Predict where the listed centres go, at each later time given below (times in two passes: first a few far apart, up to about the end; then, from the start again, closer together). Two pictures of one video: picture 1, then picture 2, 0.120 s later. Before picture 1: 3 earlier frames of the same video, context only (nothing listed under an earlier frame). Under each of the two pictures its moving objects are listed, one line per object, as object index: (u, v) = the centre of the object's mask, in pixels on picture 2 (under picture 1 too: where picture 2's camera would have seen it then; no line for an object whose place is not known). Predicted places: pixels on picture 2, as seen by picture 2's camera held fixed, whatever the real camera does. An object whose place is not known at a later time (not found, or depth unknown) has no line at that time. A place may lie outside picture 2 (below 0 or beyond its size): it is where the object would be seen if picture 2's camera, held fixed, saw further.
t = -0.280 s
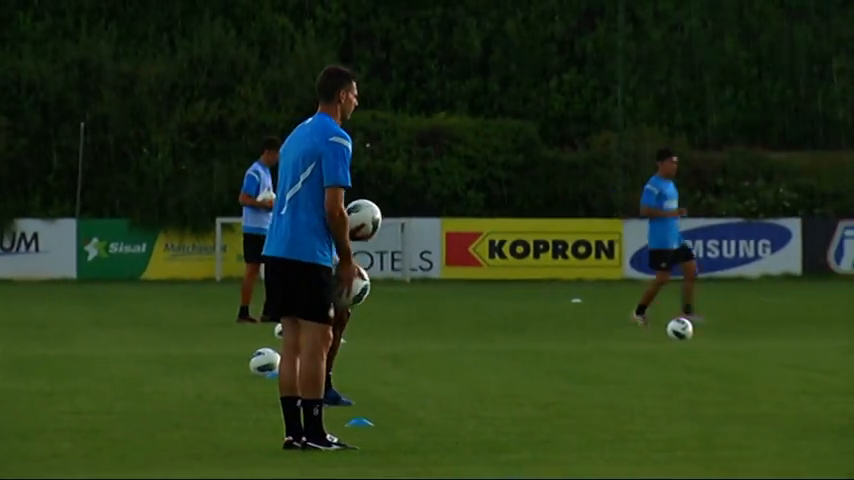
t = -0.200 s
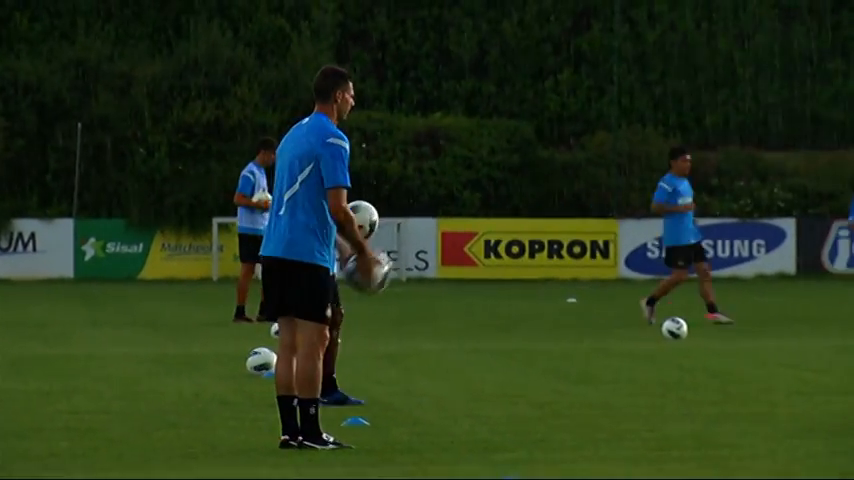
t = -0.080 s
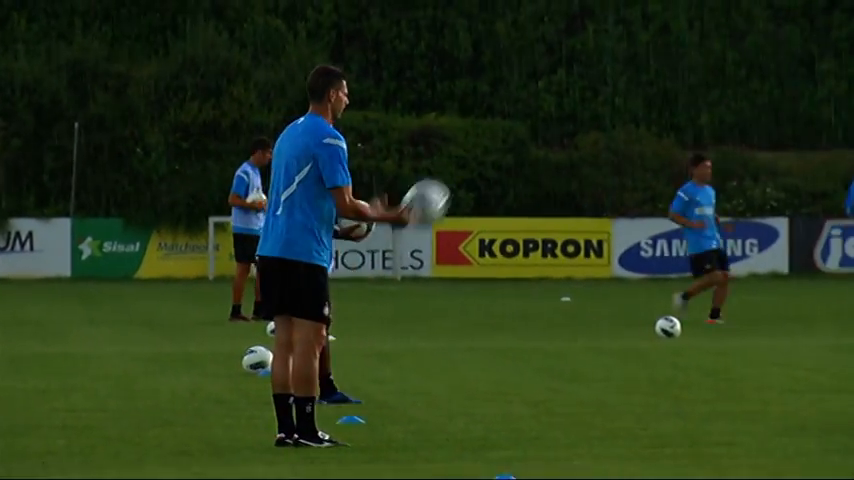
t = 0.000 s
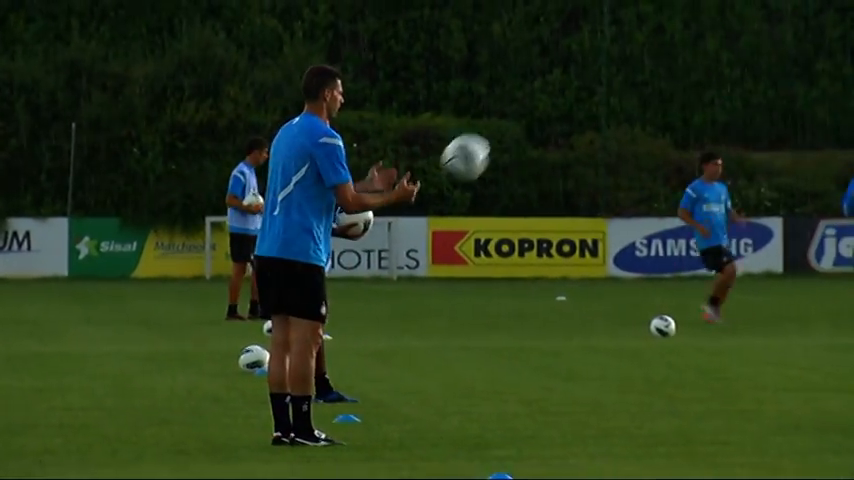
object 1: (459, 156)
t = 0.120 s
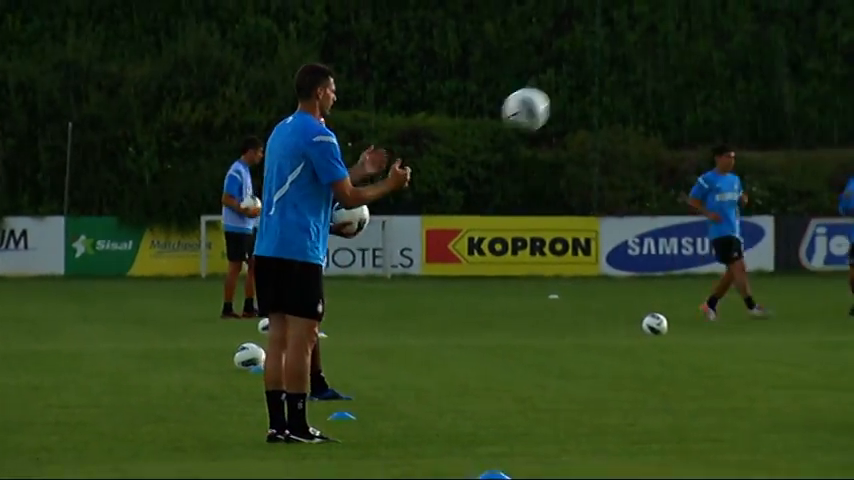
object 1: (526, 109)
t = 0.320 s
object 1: (634, 93)
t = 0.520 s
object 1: (740, 153)
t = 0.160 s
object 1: (548, 100)
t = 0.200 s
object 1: (569, 94)
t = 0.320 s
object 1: (634, 93)
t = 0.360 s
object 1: (657, 100)
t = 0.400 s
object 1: (678, 109)
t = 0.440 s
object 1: (699, 121)
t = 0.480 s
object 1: (720, 136)
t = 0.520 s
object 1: (740, 153)
